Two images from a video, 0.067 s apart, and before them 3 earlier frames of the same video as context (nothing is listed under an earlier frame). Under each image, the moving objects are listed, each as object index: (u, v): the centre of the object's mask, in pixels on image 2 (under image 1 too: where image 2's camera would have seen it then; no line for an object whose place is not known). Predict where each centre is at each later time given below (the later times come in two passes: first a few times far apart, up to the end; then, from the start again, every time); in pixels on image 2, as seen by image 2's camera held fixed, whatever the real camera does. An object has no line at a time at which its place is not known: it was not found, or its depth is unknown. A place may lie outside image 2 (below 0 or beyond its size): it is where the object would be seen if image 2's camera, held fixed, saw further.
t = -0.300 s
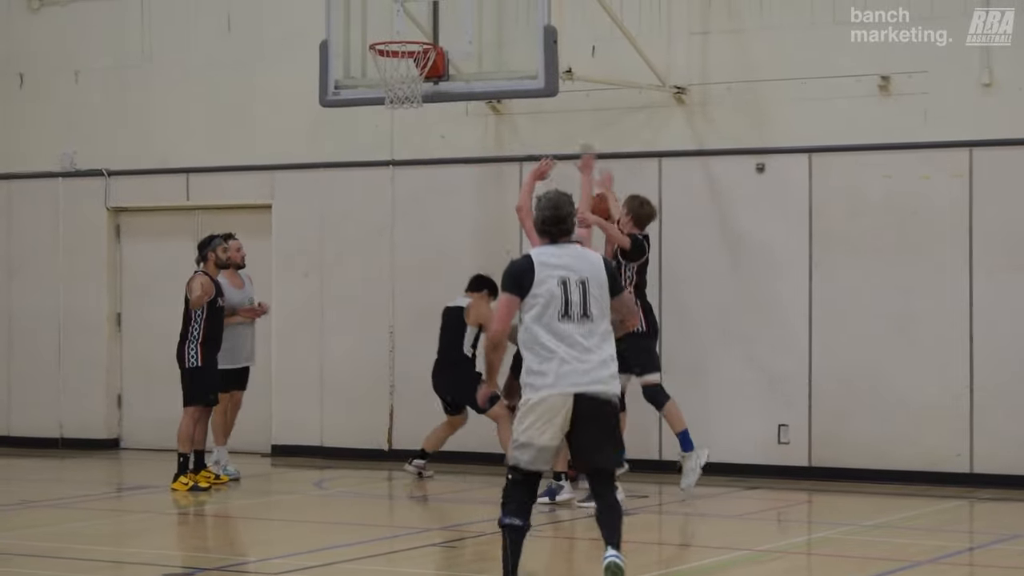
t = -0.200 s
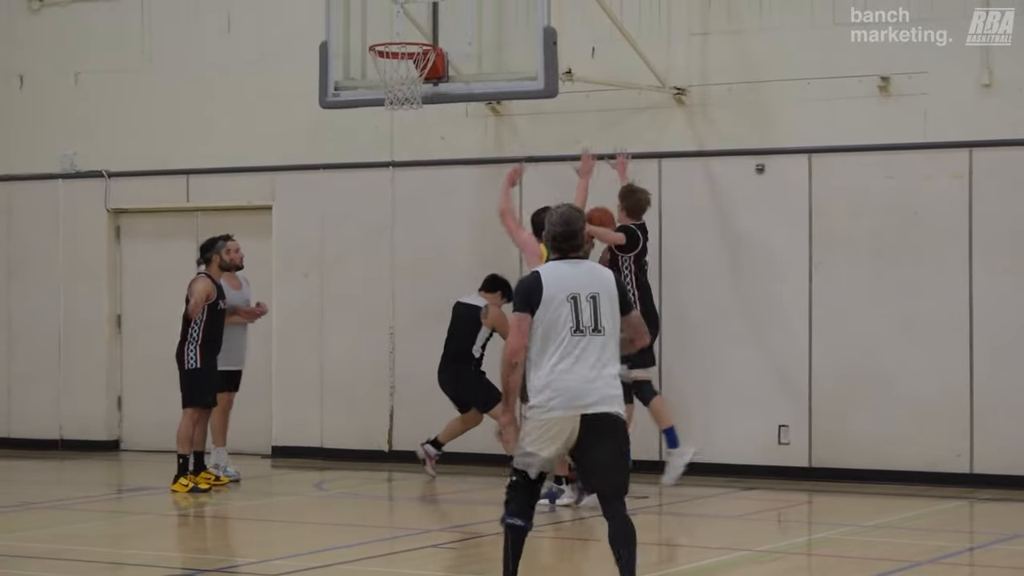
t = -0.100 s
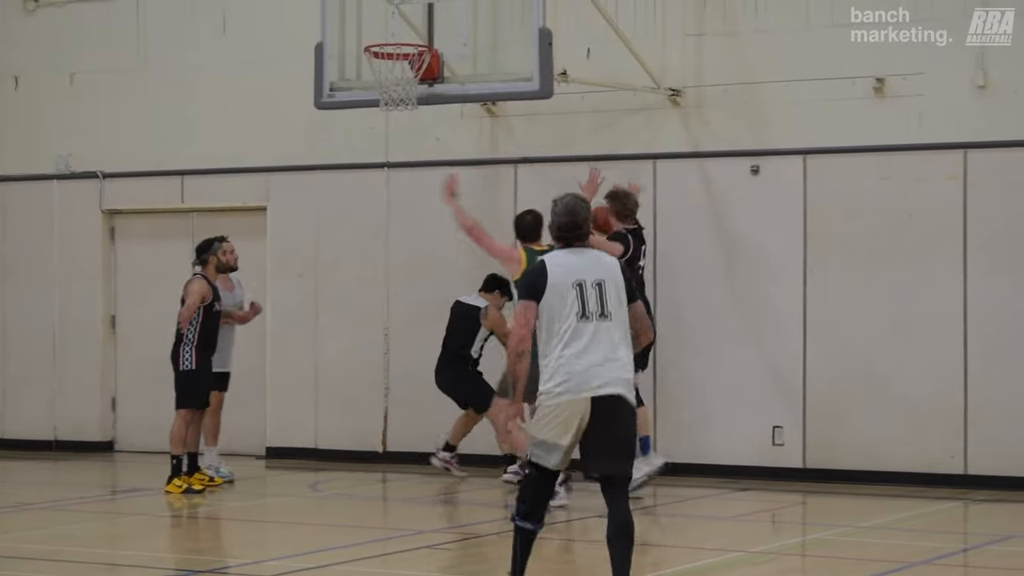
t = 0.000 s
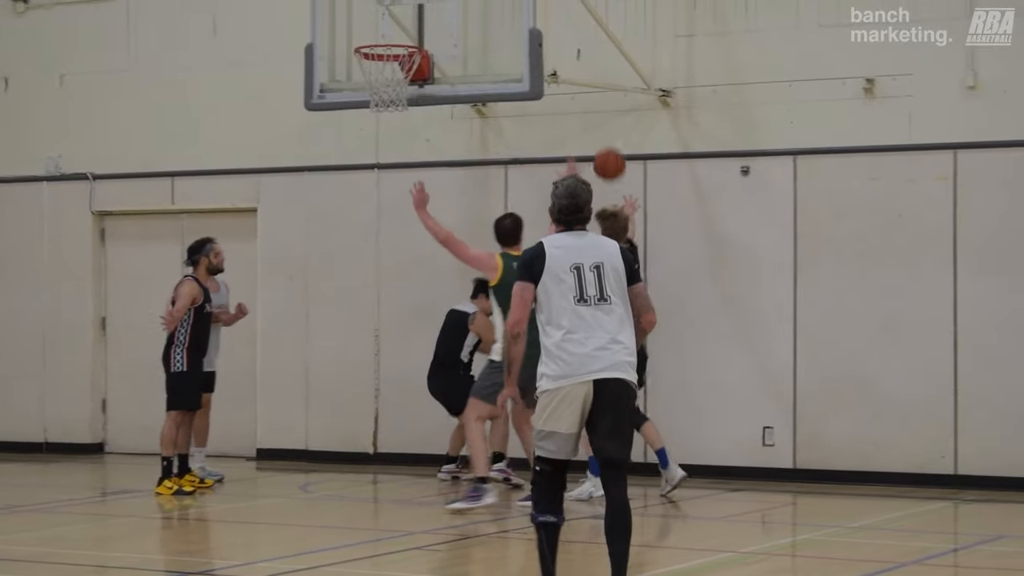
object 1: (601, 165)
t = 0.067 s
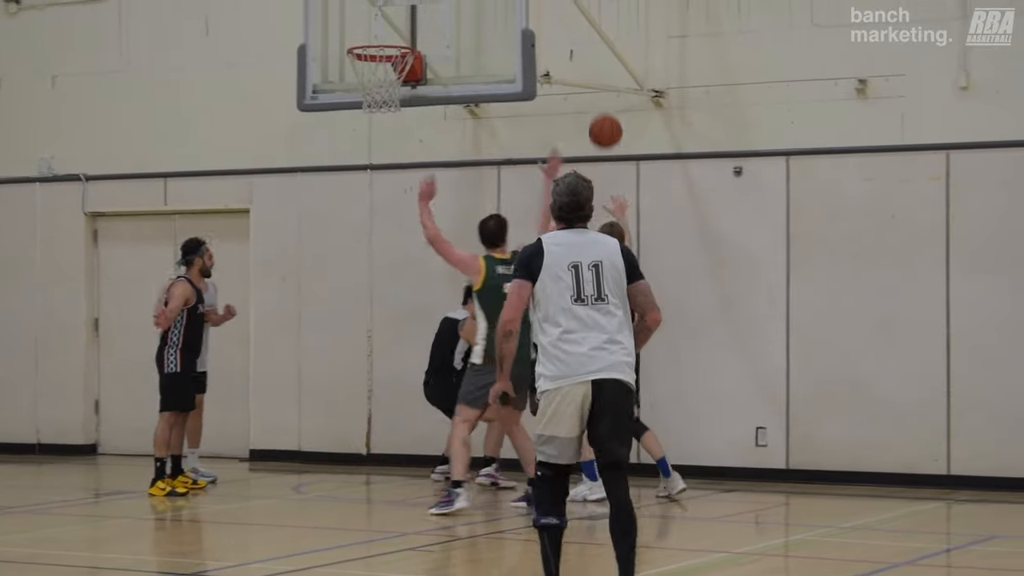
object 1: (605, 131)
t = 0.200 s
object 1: (613, 77)
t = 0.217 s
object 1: (614, 72)
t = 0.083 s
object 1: (606, 123)
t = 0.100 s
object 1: (607, 116)
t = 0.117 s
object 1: (608, 109)
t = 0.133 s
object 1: (609, 102)
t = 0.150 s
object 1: (610, 95)
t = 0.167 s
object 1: (611, 89)
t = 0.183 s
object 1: (612, 83)
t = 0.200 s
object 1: (613, 77)
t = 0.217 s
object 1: (614, 72)
